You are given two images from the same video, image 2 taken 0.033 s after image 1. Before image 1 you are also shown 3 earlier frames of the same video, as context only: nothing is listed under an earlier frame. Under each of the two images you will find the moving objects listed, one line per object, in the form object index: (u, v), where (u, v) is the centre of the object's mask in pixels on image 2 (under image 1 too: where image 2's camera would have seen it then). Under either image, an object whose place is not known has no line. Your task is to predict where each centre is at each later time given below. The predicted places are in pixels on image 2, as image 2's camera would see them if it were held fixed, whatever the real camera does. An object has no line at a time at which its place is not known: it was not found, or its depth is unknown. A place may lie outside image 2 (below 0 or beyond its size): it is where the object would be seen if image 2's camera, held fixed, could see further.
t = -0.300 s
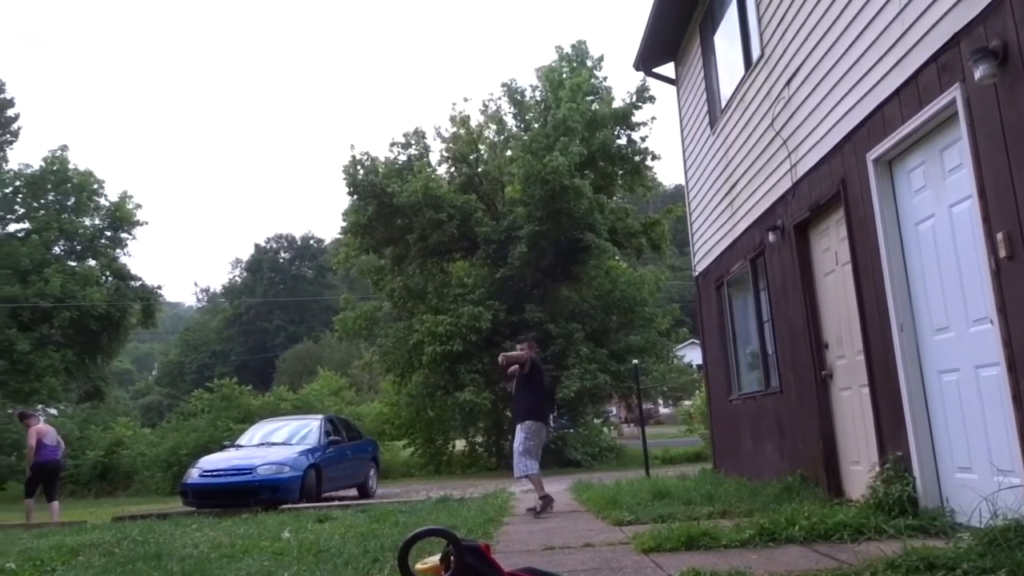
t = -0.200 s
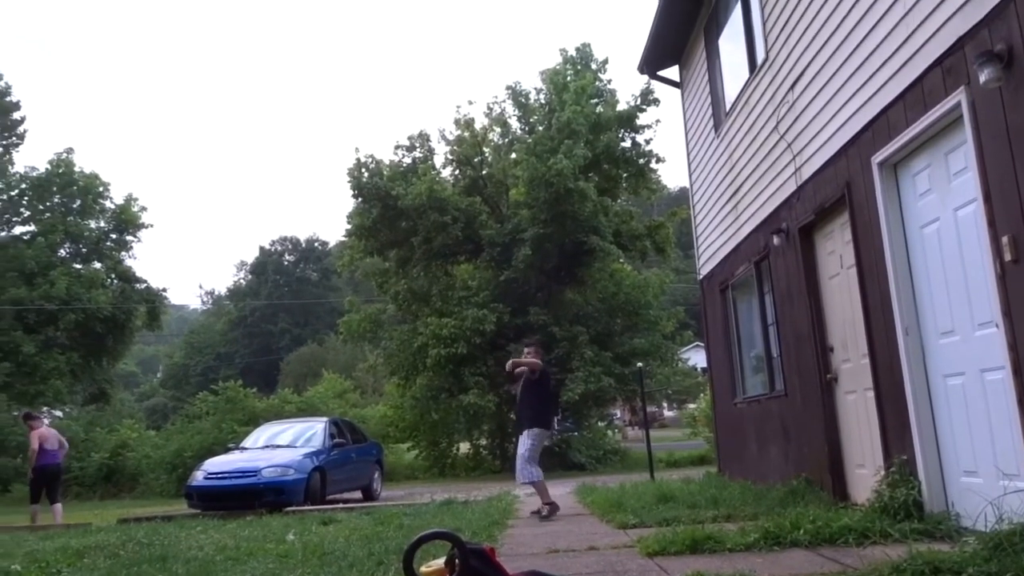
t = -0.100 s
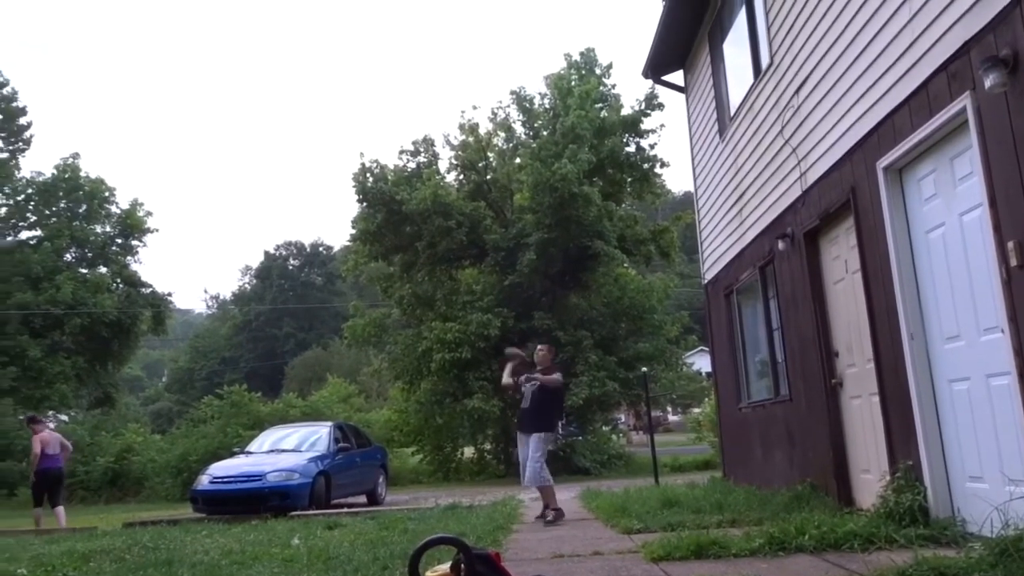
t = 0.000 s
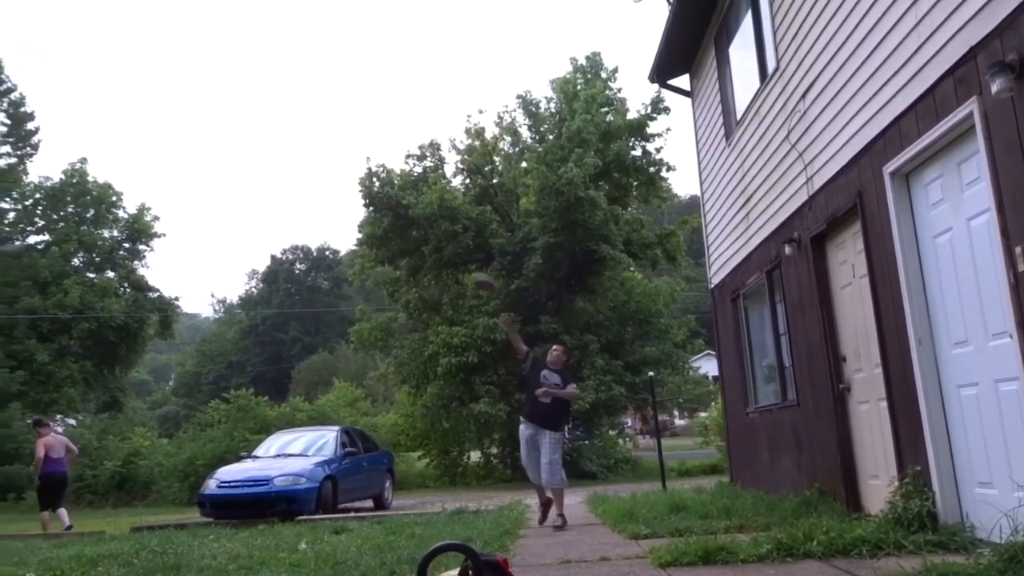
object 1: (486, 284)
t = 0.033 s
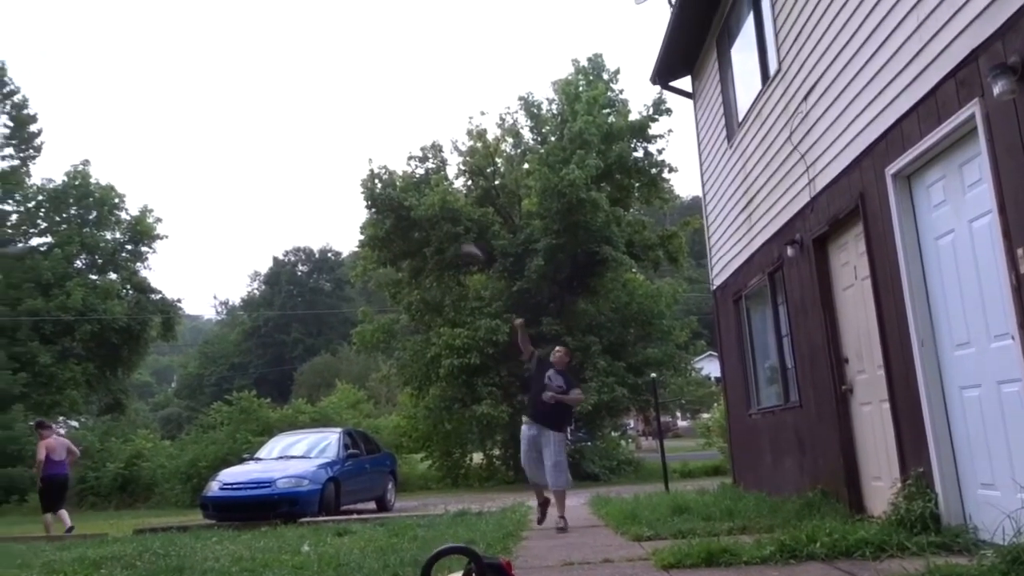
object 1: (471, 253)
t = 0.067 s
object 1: (456, 227)
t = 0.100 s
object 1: (441, 196)
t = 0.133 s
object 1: (424, 162)
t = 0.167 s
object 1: (407, 131)
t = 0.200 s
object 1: (390, 98)
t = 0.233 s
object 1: (373, 67)
